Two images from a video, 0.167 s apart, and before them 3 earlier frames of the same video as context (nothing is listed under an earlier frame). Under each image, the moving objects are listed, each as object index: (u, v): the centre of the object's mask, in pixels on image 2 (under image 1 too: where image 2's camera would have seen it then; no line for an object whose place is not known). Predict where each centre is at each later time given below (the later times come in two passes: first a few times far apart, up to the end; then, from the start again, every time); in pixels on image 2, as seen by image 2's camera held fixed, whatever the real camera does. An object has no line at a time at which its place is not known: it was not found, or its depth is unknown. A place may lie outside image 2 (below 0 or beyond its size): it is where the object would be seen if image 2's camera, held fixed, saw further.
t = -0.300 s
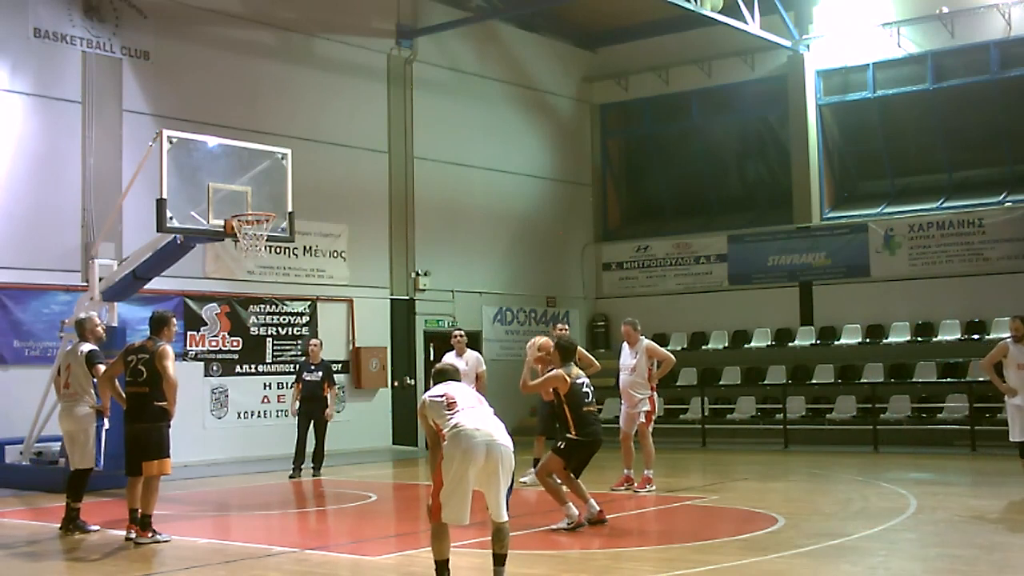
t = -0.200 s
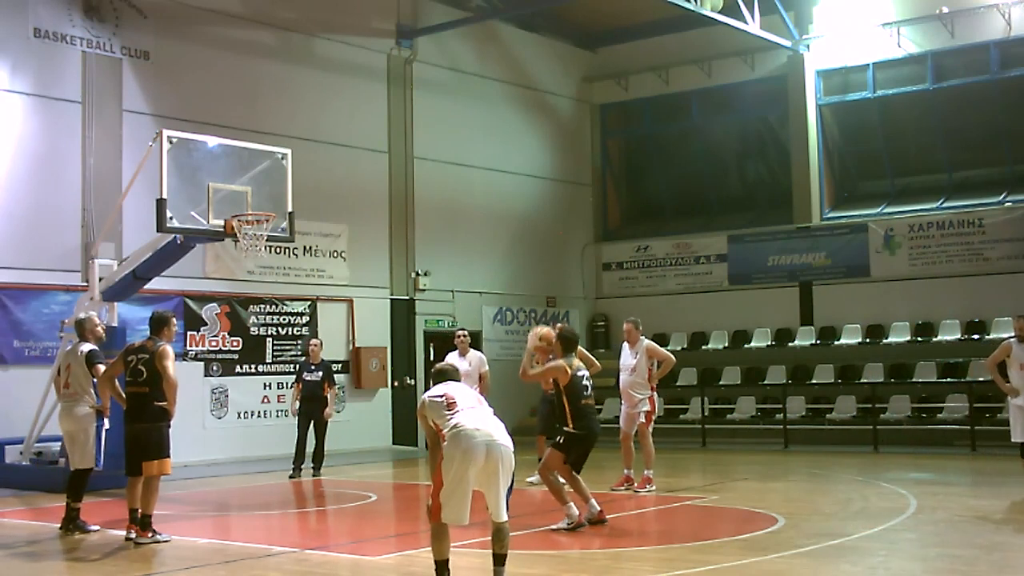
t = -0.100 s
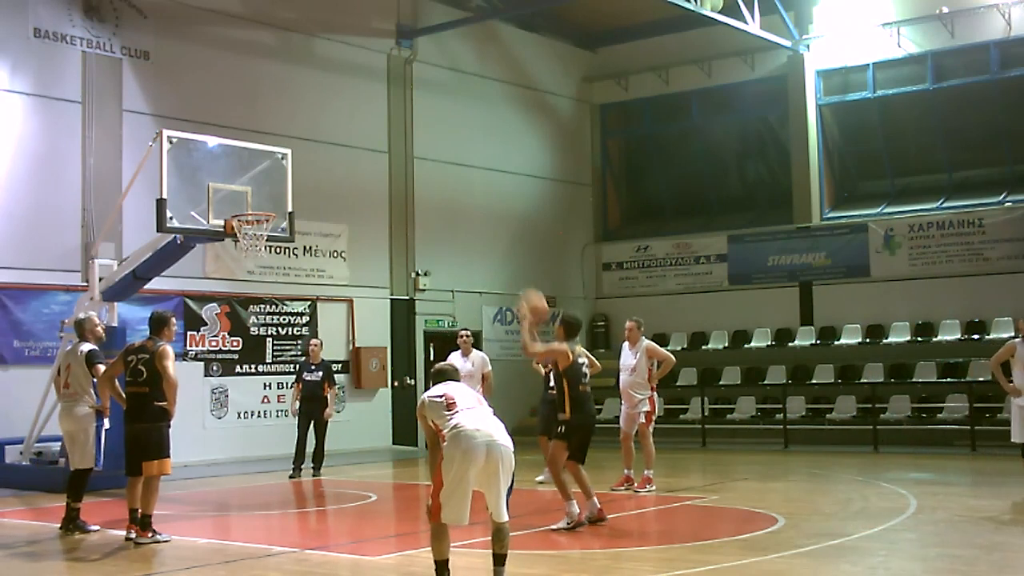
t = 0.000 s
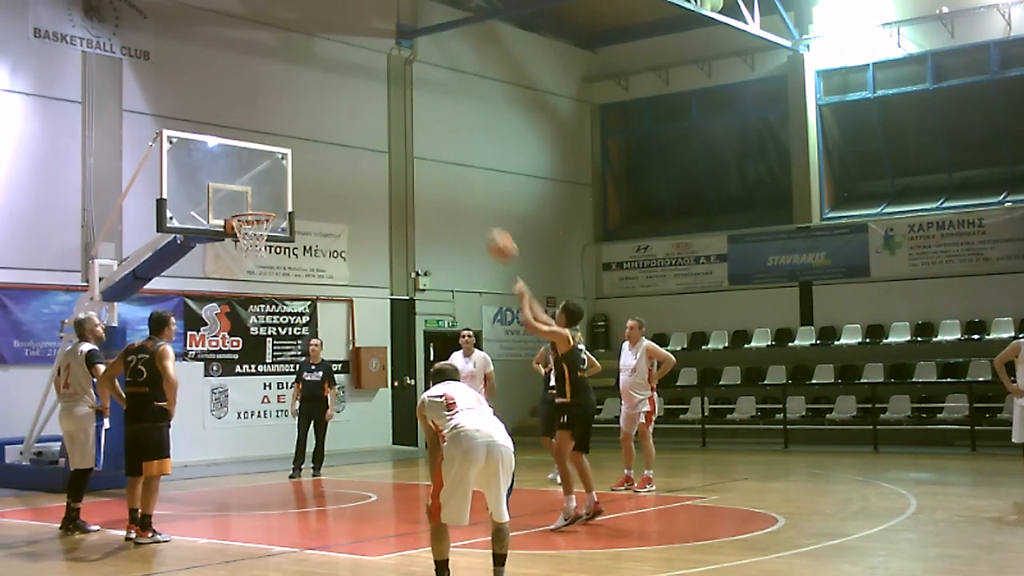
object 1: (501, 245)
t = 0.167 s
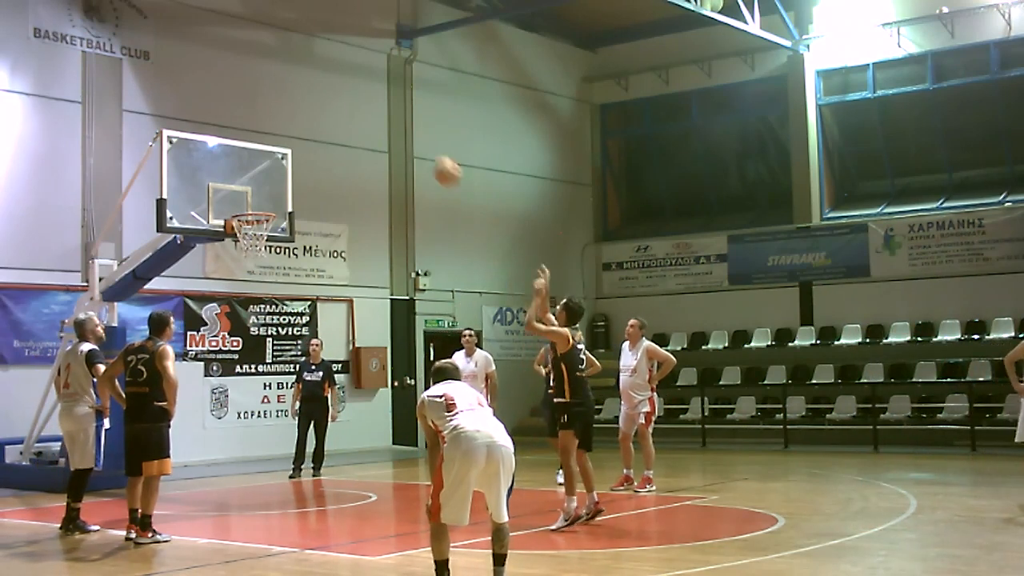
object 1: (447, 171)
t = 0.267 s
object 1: (416, 142)
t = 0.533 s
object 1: (345, 116)
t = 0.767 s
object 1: (290, 148)
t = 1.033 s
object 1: (263, 219)
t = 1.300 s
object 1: (240, 243)
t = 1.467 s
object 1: (253, 273)
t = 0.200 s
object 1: (437, 160)
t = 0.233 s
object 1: (426, 150)
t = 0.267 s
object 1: (416, 142)
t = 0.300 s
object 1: (408, 135)
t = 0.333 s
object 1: (398, 129)
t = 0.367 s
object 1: (389, 124)
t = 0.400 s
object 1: (380, 120)
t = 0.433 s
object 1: (371, 118)
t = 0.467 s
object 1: (362, 116)
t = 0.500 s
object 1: (354, 115)
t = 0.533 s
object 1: (345, 116)
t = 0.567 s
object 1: (336, 118)
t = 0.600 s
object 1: (329, 121)
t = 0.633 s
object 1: (321, 124)
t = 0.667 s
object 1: (312, 129)
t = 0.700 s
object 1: (305, 135)
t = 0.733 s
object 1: (297, 141)
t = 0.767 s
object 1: (290, 148)
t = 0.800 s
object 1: (281, 157)
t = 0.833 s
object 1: (273, 167)
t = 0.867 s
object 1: (265, 177)
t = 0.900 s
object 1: (259, 187)
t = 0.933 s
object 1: (252, 199)
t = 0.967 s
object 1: (245, 207)
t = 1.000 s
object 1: (254, 216)
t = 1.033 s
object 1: (263, 219)
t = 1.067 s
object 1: (253, 225)
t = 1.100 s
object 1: (241, 229)
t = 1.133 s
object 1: (235, 231)
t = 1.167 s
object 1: (235, 233)
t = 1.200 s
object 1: (235, 234)
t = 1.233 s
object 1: (237, 238)
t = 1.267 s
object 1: (239, 240)
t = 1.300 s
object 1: (240, 243)
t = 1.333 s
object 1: (244, 248)
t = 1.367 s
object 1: (246, 252)
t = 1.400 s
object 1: (248, 259)
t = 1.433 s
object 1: (250, 265)
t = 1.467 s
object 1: (253, 273)
